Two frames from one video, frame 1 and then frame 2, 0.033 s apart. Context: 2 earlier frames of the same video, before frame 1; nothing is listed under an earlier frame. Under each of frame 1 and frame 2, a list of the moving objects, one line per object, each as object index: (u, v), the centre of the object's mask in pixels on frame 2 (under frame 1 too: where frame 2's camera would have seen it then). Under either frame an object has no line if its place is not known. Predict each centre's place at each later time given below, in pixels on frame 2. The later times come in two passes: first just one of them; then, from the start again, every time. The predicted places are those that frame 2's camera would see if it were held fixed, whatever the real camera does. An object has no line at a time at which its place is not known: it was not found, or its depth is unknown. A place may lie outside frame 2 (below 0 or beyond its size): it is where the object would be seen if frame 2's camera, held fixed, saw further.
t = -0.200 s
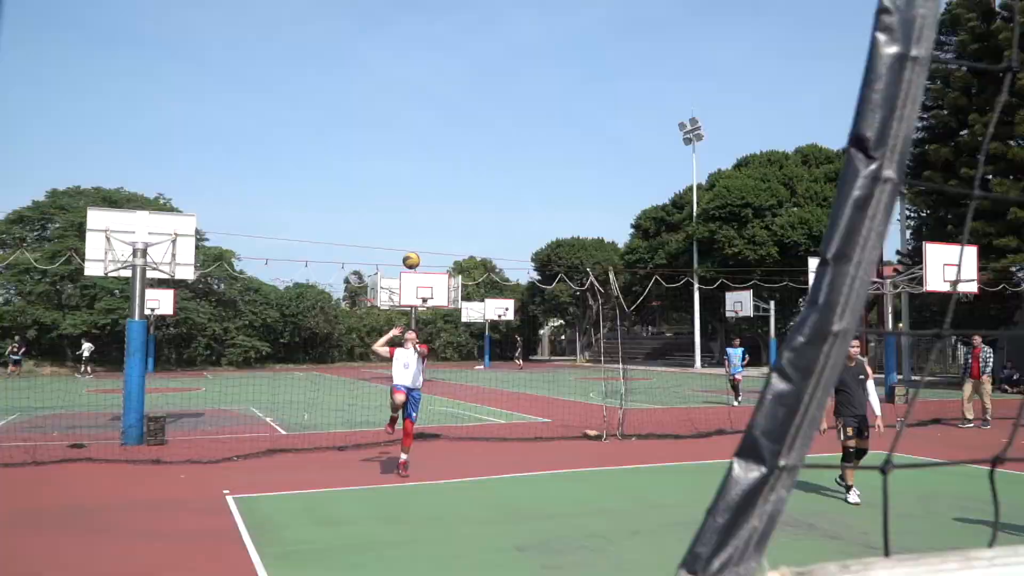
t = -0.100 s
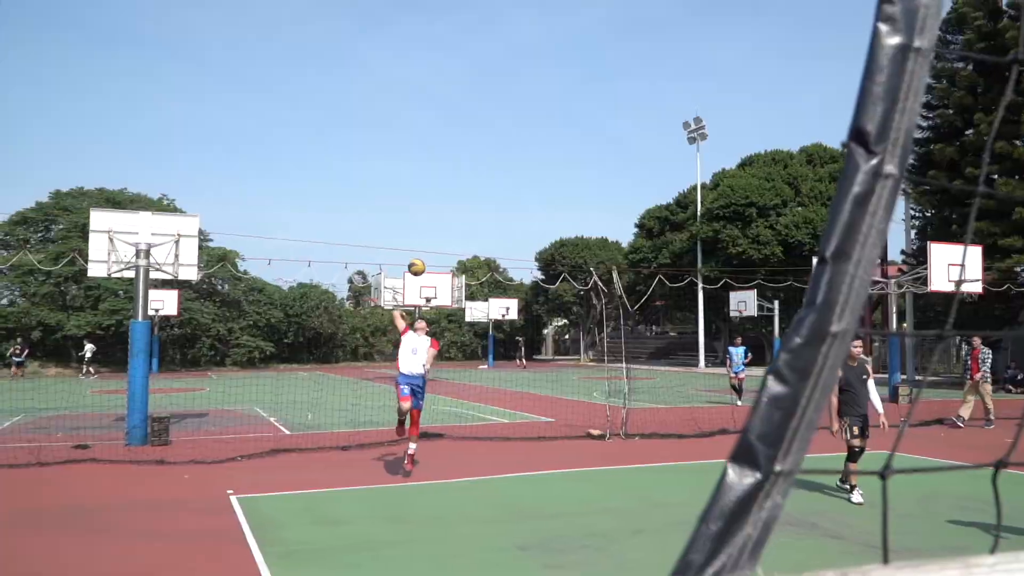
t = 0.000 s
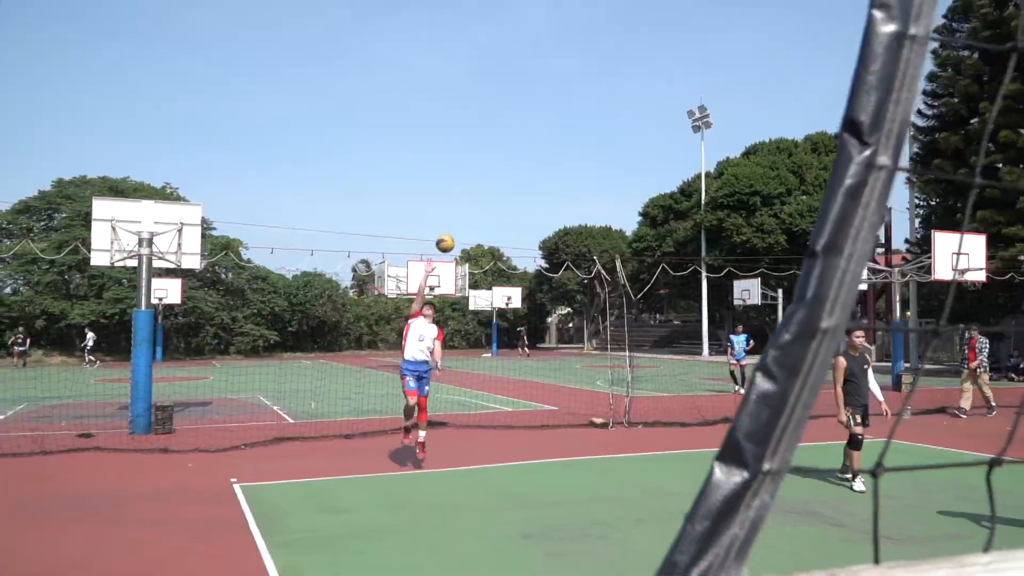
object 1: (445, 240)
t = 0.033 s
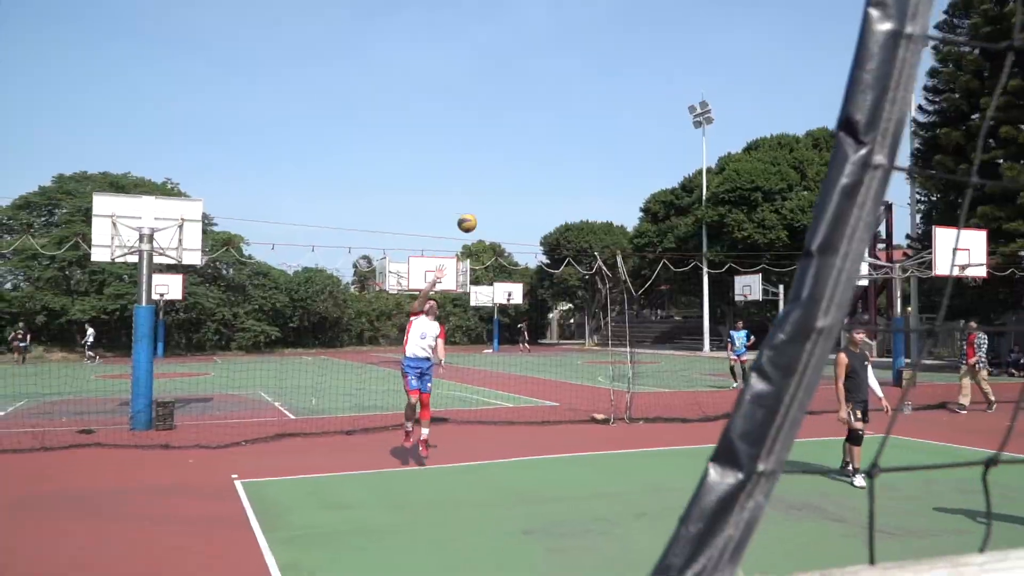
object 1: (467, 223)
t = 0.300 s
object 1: (718, 72)
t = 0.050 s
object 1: (478, 214)
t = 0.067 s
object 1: (490, 205)
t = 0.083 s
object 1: (503, 197)
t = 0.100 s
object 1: (516, 188)
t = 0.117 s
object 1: (529, 178)
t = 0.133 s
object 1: (543, 169)
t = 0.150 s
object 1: (558, 159)
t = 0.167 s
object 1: (573, 150)
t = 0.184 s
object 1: (589, 140)
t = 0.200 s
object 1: (605, 130)
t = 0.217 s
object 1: (623, 120)
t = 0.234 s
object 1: (641, 110)
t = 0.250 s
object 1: (659, 100)
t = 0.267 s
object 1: (678, 90)
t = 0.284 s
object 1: (696, 83)
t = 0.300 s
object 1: (718, 72)
